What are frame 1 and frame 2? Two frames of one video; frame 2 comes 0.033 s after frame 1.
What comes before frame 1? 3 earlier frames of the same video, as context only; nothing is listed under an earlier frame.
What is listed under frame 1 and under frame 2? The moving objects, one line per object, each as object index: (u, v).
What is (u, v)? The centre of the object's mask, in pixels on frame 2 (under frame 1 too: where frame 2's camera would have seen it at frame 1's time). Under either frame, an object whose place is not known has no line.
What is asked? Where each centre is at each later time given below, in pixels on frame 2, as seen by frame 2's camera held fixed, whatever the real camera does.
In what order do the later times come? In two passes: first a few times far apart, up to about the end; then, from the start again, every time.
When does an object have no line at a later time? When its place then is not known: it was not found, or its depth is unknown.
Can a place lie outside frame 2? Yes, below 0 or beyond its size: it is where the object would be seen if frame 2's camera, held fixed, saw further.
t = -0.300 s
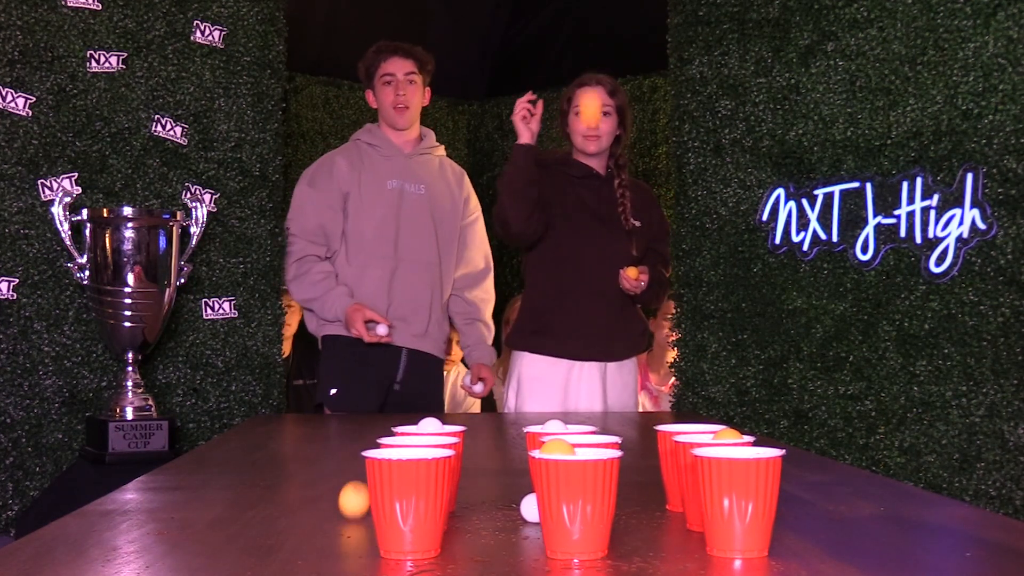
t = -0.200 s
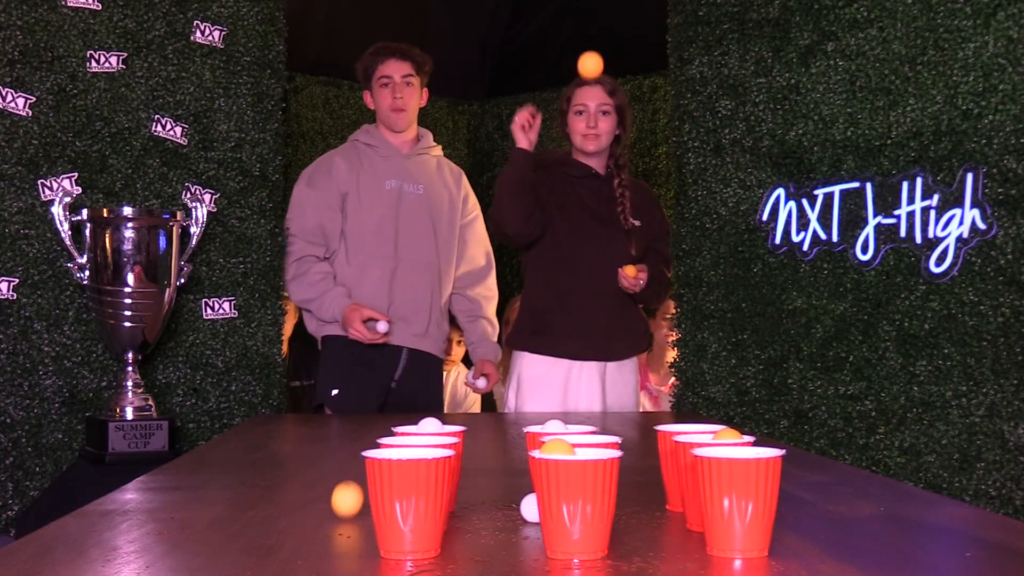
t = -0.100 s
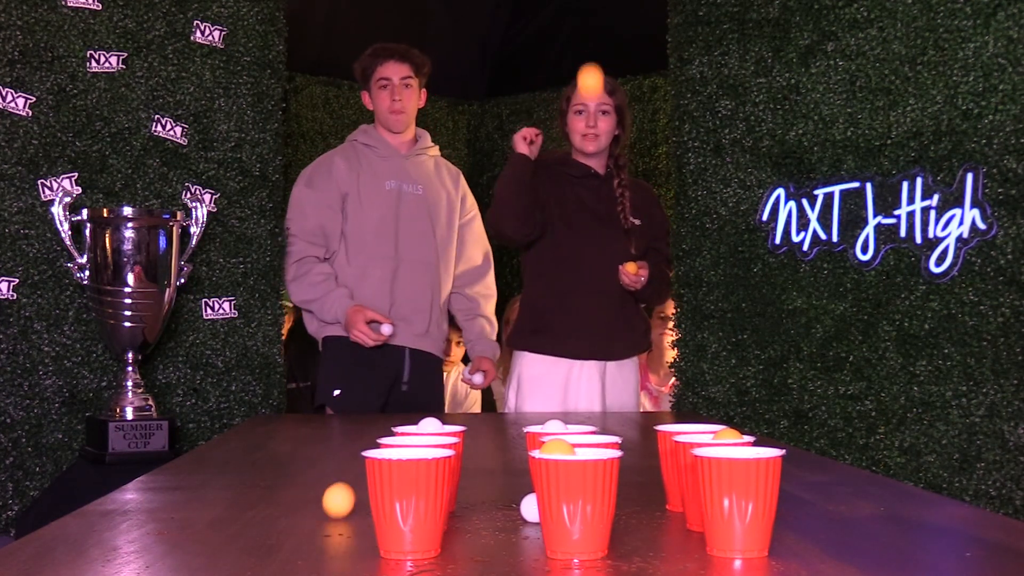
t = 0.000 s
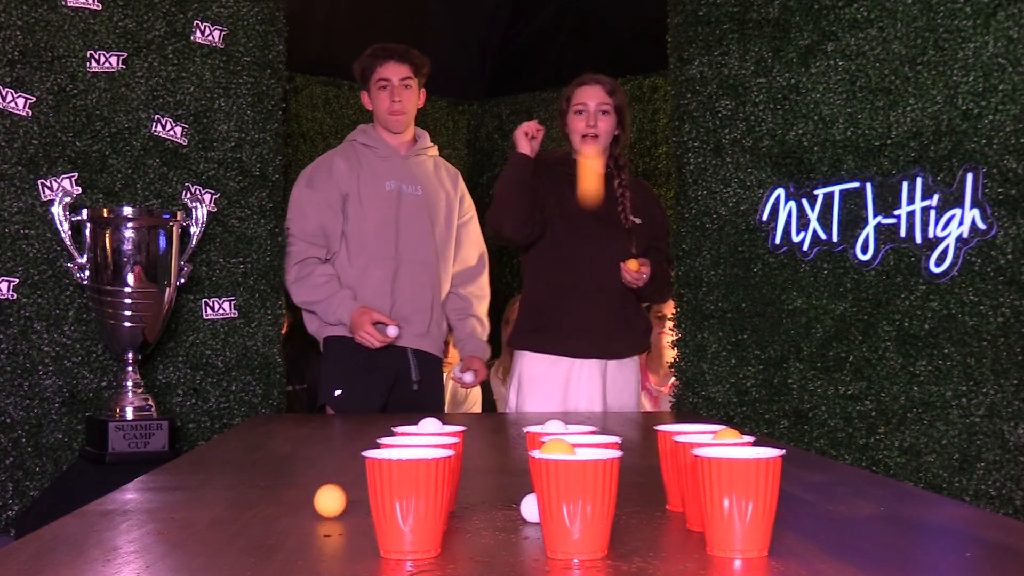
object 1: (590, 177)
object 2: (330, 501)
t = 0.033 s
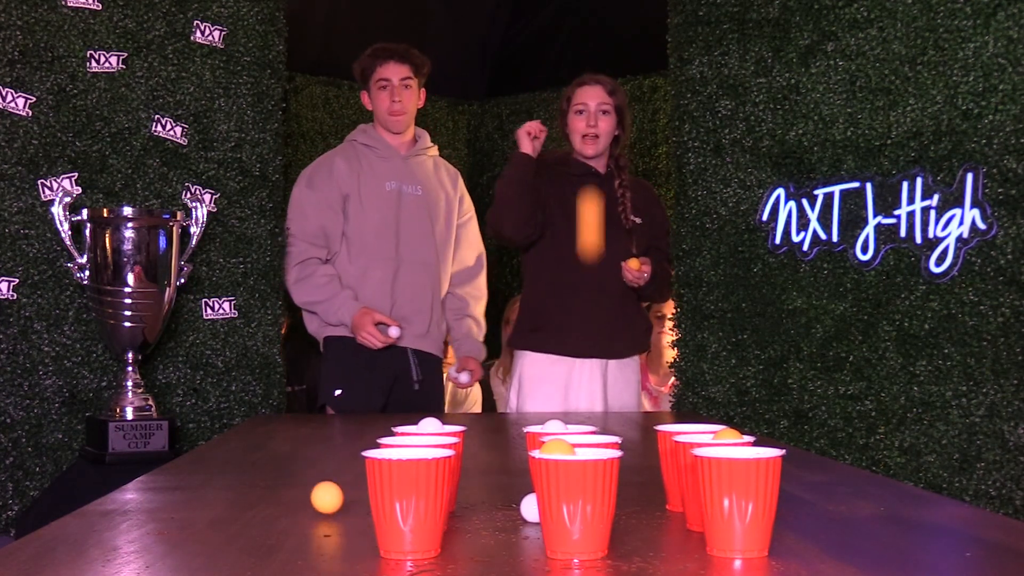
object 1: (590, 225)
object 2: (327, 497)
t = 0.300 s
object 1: (732, 405)
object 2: (303, 499)
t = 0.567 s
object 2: (280, 497)
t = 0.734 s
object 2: (266, 496)
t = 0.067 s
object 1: (590, 285)
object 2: (324, 499)
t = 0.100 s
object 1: (590, 333)
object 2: (321, 499)
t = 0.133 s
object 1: (597, 408)
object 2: (318, 497)
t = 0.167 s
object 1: (622, 391)
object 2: (315, 500)
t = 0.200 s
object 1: (646, 380)
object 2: (312, 497)
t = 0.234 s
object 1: (673, 378)
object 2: (309, 500)
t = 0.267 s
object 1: (702, 387)
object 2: (306, 497)
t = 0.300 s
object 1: (732, 405)
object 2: (303, 499)
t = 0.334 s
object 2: (300, 497)
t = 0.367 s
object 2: (297, 499)
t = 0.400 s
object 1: (838, 539)
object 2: (295, 498)
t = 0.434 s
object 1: (883, 540)
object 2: (292, 498)
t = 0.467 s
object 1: (925, 506)
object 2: (289, 498)
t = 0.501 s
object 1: (973, 480)
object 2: (286, 497)
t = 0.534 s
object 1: (1000, 469)
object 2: (283, 498)
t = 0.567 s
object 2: (280, 497)
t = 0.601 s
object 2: (278, 497)
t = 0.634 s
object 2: (275, 497)
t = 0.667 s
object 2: (272, 497)
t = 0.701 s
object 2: (269, 497)
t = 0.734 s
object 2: (266, 496)
